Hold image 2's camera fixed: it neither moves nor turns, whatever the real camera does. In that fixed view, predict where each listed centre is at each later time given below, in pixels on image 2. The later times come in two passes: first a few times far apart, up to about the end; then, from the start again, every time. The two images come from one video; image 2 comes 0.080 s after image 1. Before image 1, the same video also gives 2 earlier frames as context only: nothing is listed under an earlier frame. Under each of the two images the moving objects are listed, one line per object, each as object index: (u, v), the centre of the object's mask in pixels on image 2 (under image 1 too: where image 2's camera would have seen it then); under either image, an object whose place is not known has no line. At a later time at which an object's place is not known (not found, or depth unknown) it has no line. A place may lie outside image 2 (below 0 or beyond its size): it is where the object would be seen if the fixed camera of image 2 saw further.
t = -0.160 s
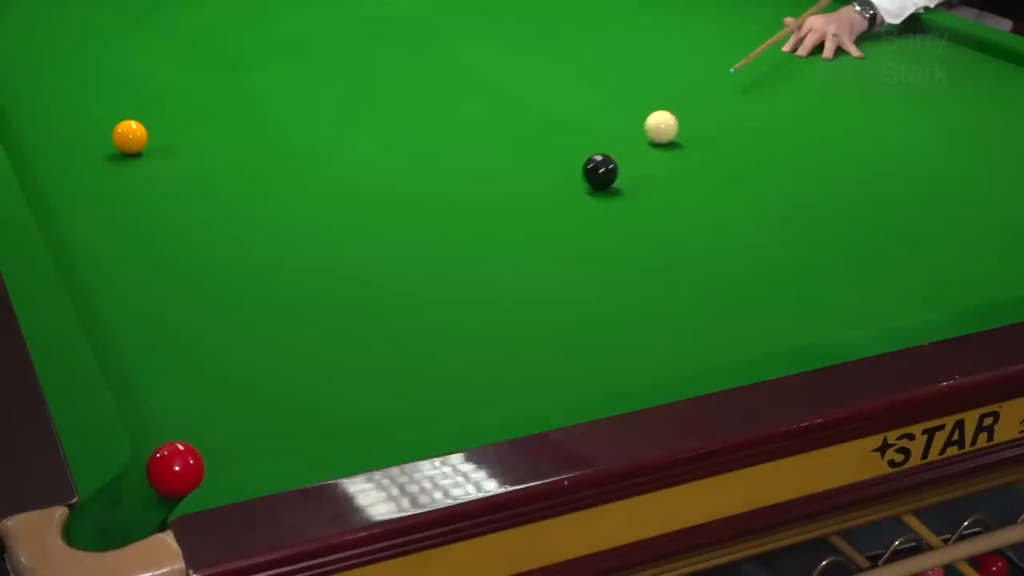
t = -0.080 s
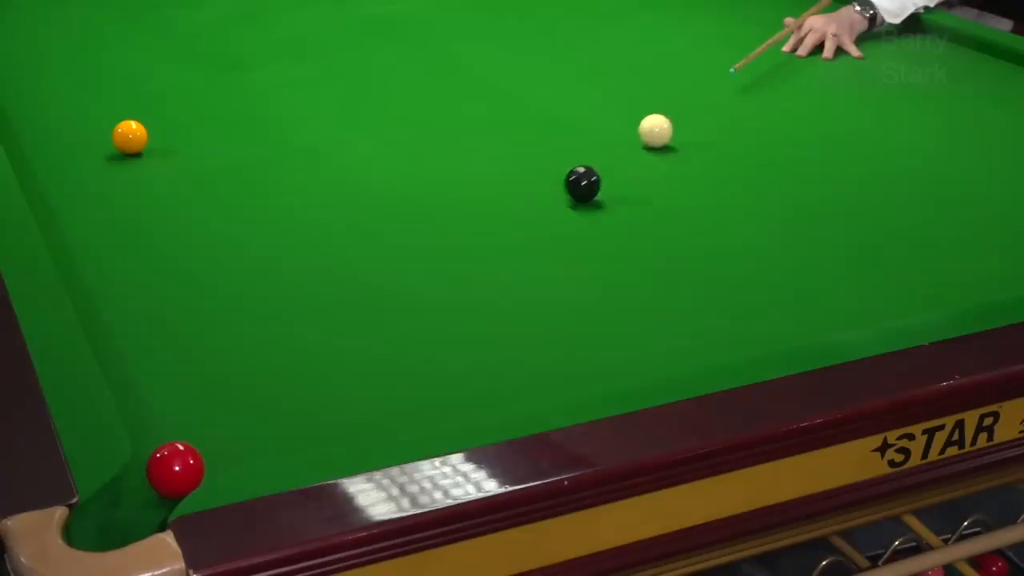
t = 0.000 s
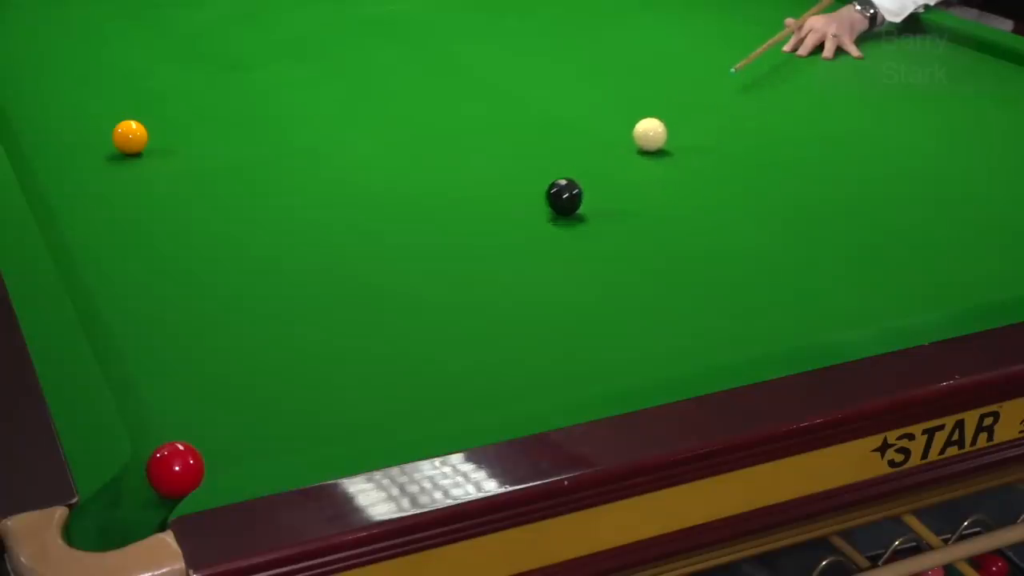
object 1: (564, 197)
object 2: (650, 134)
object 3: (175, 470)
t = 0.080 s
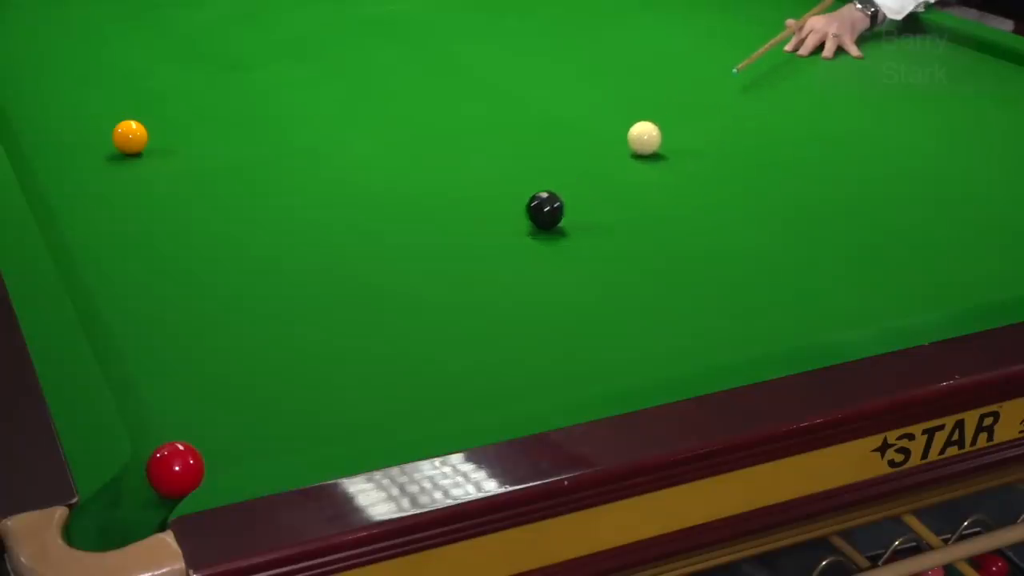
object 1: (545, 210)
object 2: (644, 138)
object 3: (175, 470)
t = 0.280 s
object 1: (494, 246)
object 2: (631, 147)
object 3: (175, 470)
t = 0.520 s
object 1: (425, 294)
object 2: (615, 157)
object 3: (175, 470)
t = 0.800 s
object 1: (334, 358)
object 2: (596, 169)
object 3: (175, 470)
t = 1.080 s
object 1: (226, 432)
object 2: (579, 179)
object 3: (175, 470)
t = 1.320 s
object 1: (188, 454)
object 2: (566, 187)
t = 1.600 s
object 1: (158, 468)
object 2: (552, 195)
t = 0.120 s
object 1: (535, 217)
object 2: (641, 140)
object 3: (175, 470)
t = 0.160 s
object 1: (525, 224)
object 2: (639, 142)
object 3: (175, 470)
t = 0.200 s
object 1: (514, 231)
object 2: (636, 143)
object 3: (175, 470)
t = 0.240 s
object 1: (504, 239)
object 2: (633, 145)
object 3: (175, 470)
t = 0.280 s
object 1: (494, 246)
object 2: (631, 147)
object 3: (175, 470)
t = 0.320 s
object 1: (483, 254)
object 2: (628, 149)
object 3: (175, 470)
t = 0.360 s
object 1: (472, 261)
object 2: (625, 151)
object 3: (175, 470)
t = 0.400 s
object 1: (461, 269)
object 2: (623, 152)
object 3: (175, 470)
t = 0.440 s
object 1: (449, 277)
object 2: (620, 154)
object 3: (175, 470)
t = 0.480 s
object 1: (437, 285)
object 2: (617, 156)
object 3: (175, 470)
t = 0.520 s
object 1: (425, 294)
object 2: (615, 157)
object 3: (175, 470)
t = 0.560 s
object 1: (413, 302)
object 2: (612, 159)
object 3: (175, 470)
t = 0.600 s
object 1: (400, 311)
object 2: (609, 161)
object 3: (175, 470)
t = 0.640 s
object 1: (387, 320)
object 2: (607, 162)
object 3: (175, 470)
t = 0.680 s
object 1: (374, 329)
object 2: (604, 164)
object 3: (175, 470)
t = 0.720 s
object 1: (361, 339)
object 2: (601, 165)
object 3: (175, 470)
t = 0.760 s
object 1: (347, 348)
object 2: (599, 167)
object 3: (175, 470)
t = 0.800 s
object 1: (334, 358)
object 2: (596, 169)
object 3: (175, 470)
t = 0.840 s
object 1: (319, 368)
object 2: (594, 170)
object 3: (175, 470)
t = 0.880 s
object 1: (305, 377)
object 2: (591, 172)
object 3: (175, 470)
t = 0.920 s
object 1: (290, 388)
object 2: (589, 173)
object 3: (175, 470)
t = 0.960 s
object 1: (274, 399)
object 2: (586, 174)
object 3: (175, 470)
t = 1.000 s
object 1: (259, 410)
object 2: (584, 176)
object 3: (175, 470)
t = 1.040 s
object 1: (243, 420)
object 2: (581, 178)
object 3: (175, 470)
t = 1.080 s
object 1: (226, 432)
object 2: (579, 179)
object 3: (175, 470)
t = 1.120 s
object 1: (212, 441)
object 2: (577, 180)
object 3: (175, 470)
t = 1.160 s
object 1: (206, 445)
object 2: (575, 182)
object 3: (162, 480)
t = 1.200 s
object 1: (202, 446)
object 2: (572, 183)
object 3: (148, 493)
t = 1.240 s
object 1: (197, 449)
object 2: (570, 184)
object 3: (135, 514)
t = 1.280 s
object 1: (192, 452)
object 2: (568, 186)
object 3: (124, 534)
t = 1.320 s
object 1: (188, 454)
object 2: (566, 187)
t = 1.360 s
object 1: (183, 456)
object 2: (564, 188)
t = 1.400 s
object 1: (179, 458)
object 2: (562, 189)
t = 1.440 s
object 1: (174, 461)
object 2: (560, 190)
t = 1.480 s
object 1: (170, 463)
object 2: (558, 192)
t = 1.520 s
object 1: (166, 464)
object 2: (556, 193)
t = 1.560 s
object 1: (162, 466)
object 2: (554, 194)
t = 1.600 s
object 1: (158, 468)
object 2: (552, 195)
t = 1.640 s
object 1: (157, 469)
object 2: (550, 196)
